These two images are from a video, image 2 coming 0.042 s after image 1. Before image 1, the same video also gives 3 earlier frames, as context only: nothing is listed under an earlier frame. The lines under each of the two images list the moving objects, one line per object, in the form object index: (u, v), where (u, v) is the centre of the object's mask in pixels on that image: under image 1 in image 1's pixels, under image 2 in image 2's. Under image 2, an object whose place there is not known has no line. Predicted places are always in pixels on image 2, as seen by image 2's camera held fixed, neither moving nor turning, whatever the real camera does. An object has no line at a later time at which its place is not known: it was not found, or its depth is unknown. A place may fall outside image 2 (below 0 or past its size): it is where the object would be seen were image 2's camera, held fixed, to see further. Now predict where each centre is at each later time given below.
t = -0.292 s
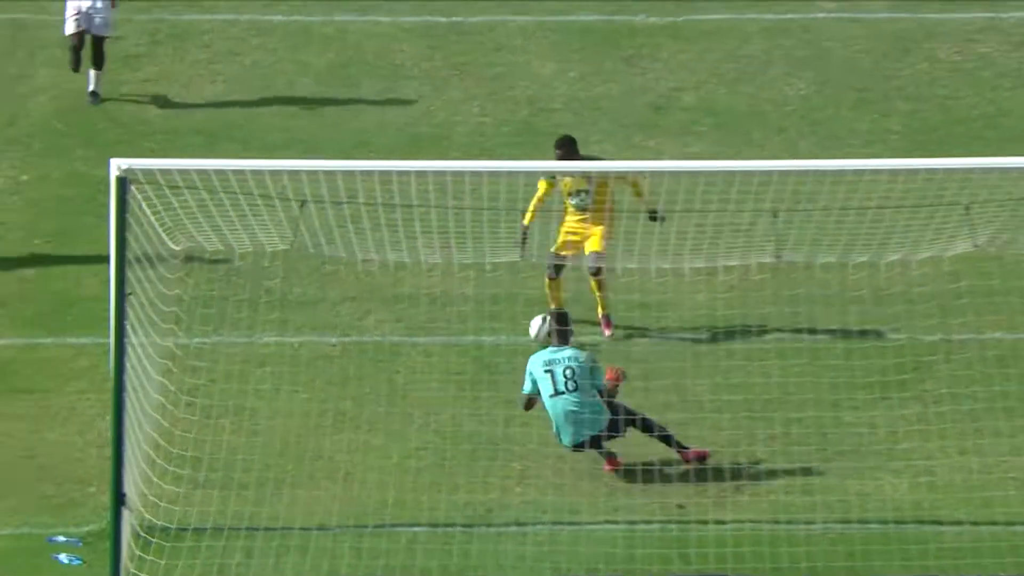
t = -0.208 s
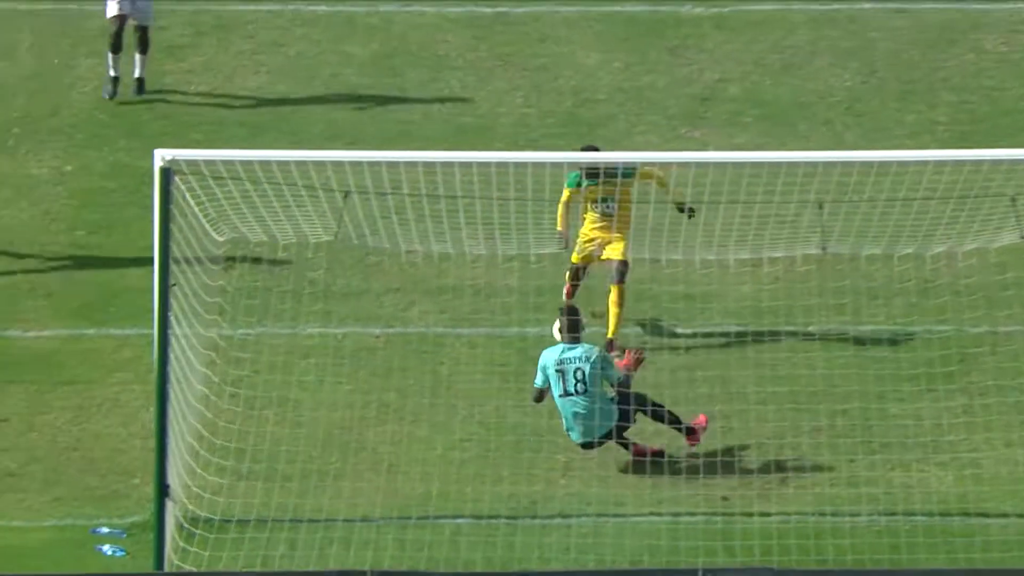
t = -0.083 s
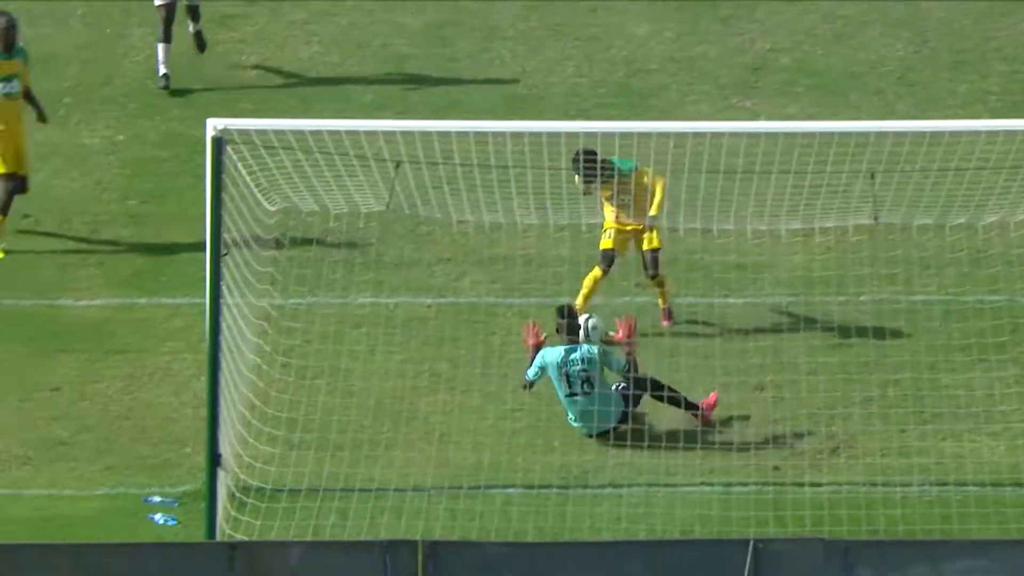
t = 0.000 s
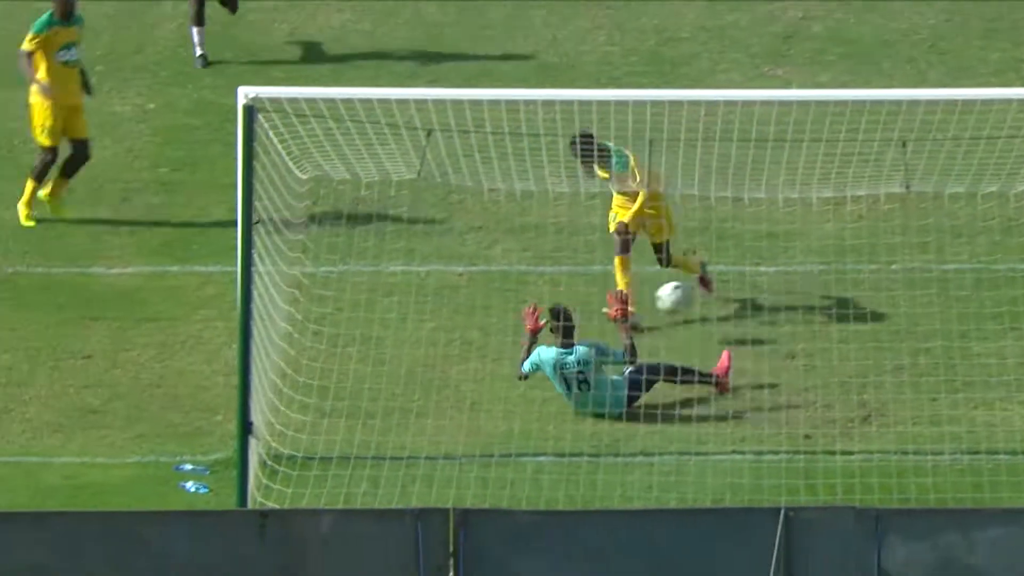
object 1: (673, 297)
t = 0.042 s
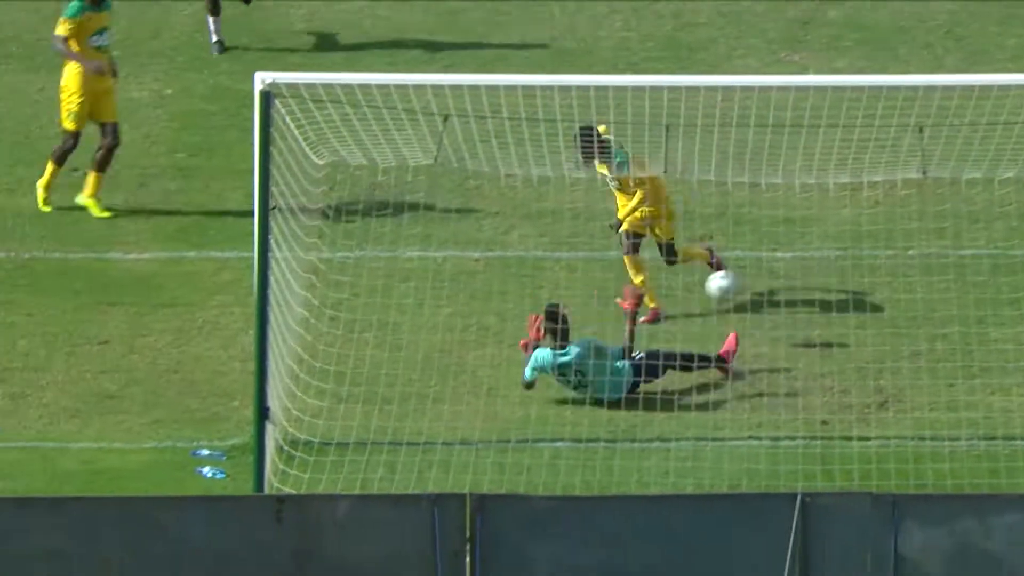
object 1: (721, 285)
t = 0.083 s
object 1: (759, 290)
